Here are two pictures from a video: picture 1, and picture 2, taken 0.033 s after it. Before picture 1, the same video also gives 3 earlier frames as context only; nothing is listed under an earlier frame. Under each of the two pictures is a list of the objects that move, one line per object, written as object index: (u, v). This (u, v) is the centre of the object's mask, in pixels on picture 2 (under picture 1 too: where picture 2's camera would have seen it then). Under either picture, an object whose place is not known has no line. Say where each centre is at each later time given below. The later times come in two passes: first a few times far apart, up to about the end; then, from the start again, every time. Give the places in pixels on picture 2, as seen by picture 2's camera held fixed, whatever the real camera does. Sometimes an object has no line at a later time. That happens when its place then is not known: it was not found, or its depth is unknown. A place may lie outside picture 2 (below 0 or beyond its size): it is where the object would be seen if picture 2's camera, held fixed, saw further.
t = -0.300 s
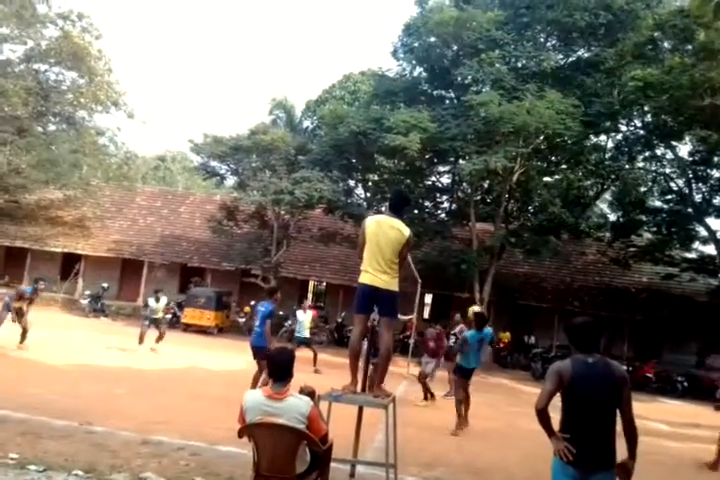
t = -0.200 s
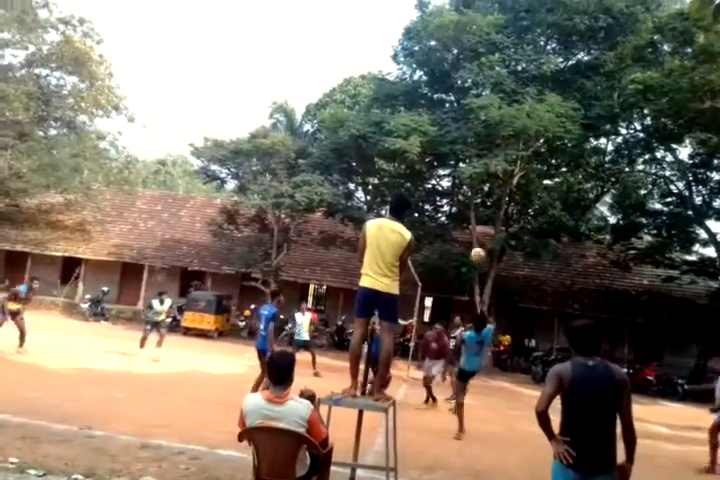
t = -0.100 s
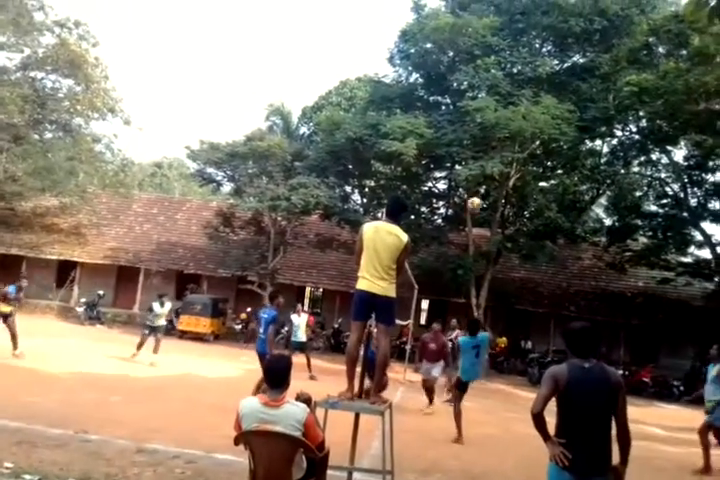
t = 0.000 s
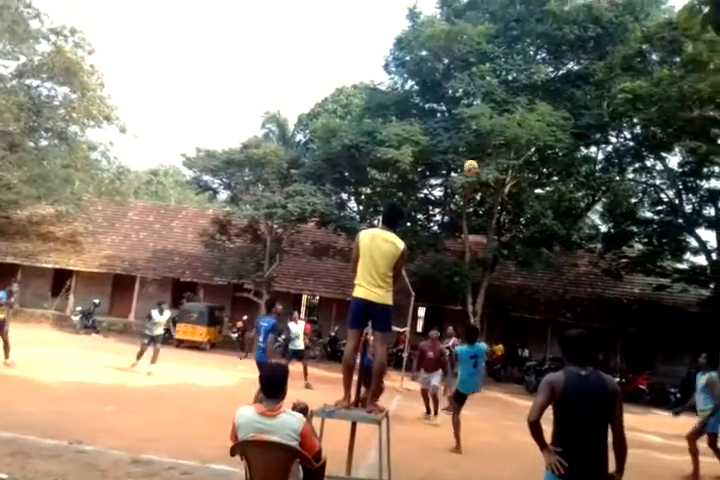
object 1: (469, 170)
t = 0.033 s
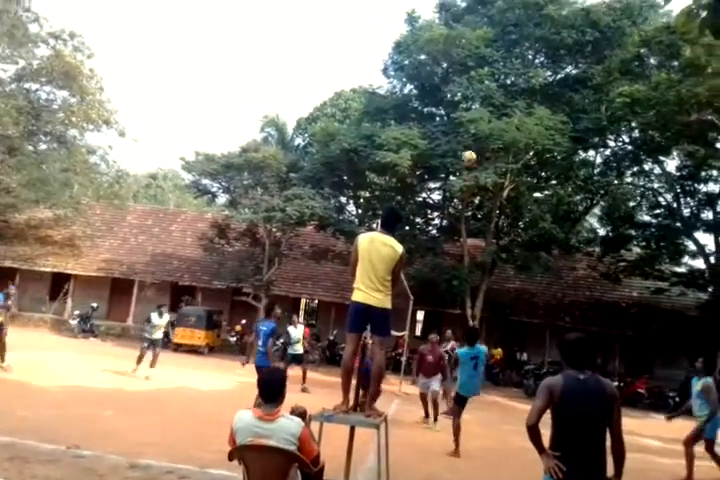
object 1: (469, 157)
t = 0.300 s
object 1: (463, 82)
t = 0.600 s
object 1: (455, 51)
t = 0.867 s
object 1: (442, 66)
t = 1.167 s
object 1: (425, 129)
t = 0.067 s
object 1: (467, 144)
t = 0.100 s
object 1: (467, 134)
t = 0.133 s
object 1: (468, 122)
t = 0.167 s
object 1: (466, 111)
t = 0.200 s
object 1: (466, 104)
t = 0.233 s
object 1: (465, 98)
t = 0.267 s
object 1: (465, 88)
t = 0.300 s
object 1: (463, 82)
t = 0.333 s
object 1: (463, 75)
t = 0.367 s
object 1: (462, 70)
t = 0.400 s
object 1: (460, 66)
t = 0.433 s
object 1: (459, 62)
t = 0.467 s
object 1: (459, 58)
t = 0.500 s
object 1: (458, 56)
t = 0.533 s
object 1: (457, 54)
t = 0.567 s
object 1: (456, 52)
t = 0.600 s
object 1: (455, 51)
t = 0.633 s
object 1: (453, 50)
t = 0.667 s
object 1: (451, 51)
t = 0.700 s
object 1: (450, 52)
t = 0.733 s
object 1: (448, 54)
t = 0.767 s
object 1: (447, 56)
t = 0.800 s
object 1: (445, 59)
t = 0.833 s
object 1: (443, 63)
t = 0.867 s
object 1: (442, 66)
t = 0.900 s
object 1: (440, 71)
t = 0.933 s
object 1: (438, 76)
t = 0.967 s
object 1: (436, 82)
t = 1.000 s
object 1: (435, 89)
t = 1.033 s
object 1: (433, 96)
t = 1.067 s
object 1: (431, 103)
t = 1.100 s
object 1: (429, 111)
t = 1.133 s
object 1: (426, 120)
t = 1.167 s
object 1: (425, 129)
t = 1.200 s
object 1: (422, 140)
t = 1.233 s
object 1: (420, 151)
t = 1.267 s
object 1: (417, 162)
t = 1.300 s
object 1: (414, 174)
